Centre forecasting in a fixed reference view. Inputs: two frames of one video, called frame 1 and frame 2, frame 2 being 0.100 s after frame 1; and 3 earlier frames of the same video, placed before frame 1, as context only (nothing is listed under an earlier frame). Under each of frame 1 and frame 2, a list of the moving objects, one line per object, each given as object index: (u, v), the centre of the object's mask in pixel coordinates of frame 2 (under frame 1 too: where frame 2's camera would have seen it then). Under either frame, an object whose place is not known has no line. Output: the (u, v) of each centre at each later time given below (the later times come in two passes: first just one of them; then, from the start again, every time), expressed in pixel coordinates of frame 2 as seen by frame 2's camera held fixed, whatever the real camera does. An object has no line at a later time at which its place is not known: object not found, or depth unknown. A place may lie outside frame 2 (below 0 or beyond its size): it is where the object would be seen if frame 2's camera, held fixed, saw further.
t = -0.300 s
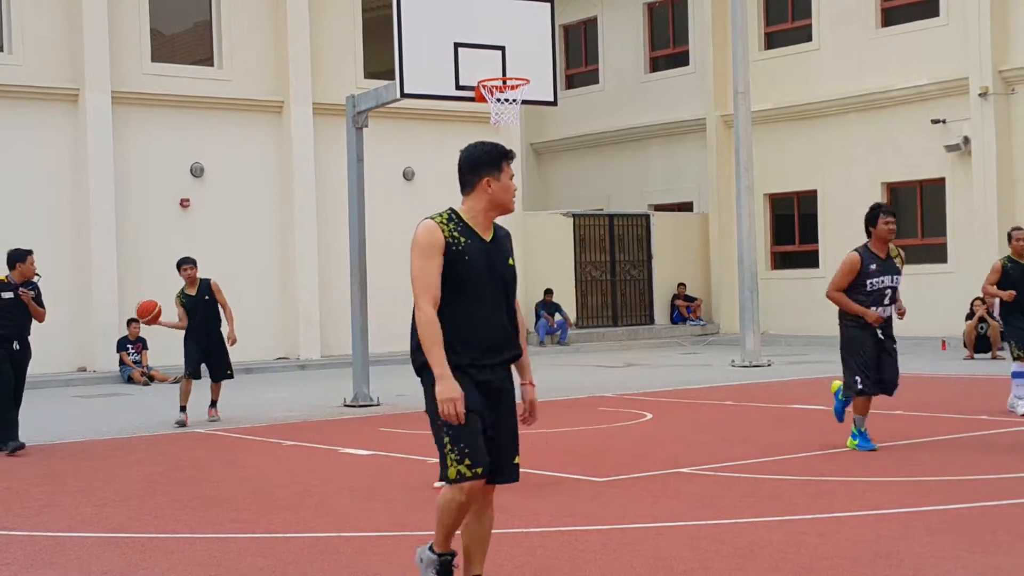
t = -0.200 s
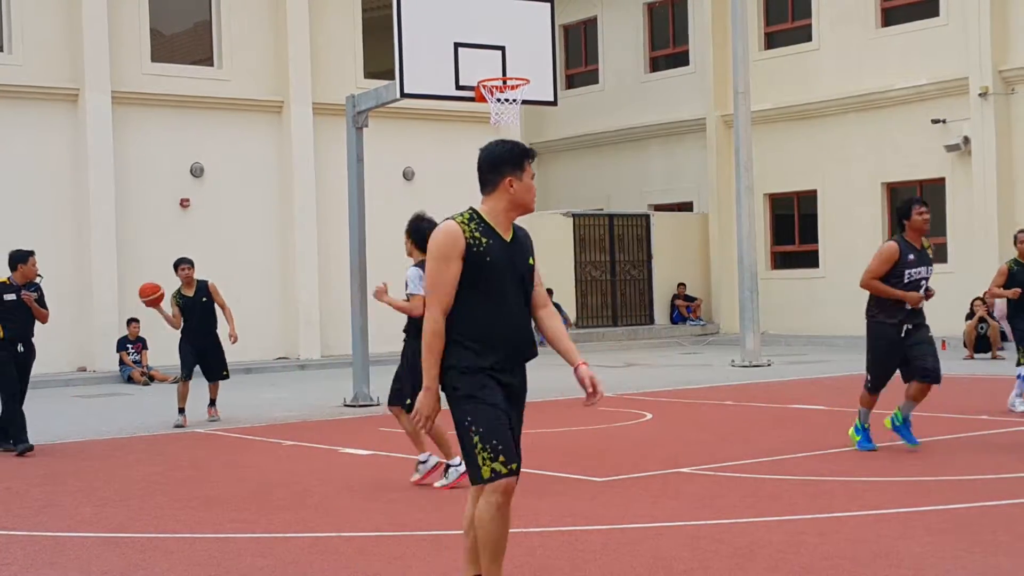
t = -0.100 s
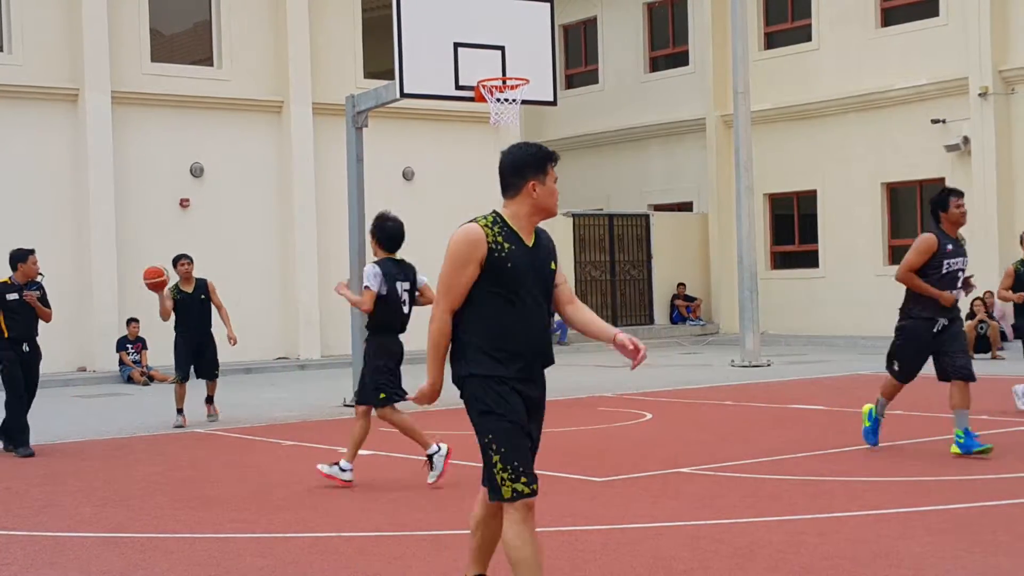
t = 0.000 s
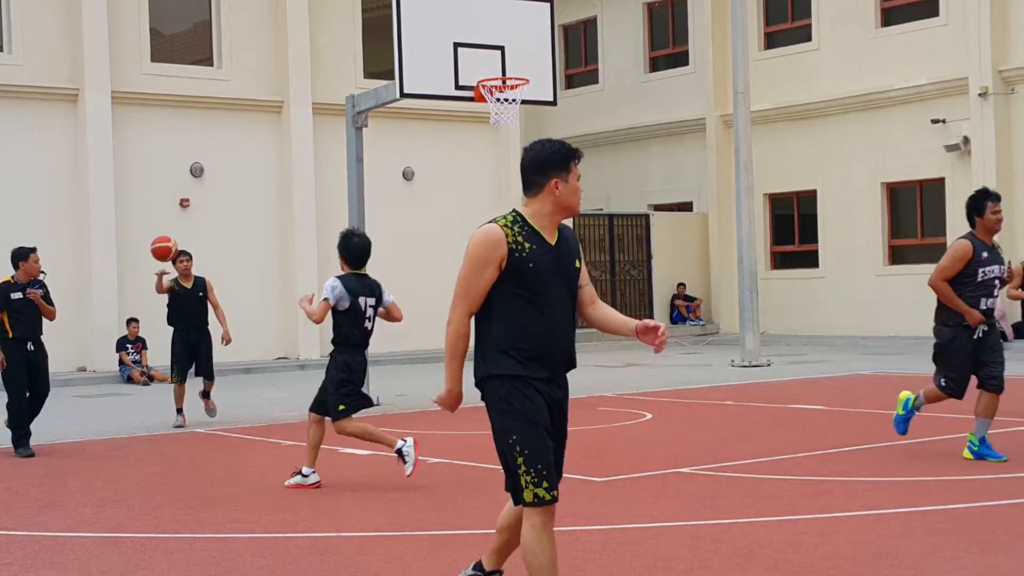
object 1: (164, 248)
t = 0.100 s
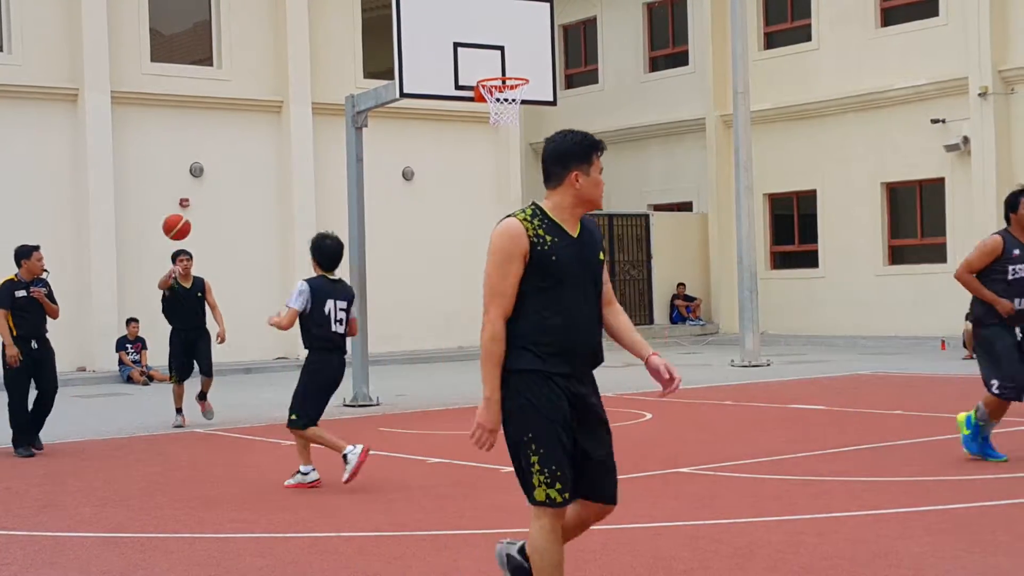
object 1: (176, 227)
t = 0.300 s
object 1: (208, 213)
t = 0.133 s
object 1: (181, 221)
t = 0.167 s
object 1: (186, 217)
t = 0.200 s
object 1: (191, 214)
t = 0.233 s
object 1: (197, 213)
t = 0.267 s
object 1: (202, 212)
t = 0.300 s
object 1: (208, 213)
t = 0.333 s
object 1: (214, 215)
